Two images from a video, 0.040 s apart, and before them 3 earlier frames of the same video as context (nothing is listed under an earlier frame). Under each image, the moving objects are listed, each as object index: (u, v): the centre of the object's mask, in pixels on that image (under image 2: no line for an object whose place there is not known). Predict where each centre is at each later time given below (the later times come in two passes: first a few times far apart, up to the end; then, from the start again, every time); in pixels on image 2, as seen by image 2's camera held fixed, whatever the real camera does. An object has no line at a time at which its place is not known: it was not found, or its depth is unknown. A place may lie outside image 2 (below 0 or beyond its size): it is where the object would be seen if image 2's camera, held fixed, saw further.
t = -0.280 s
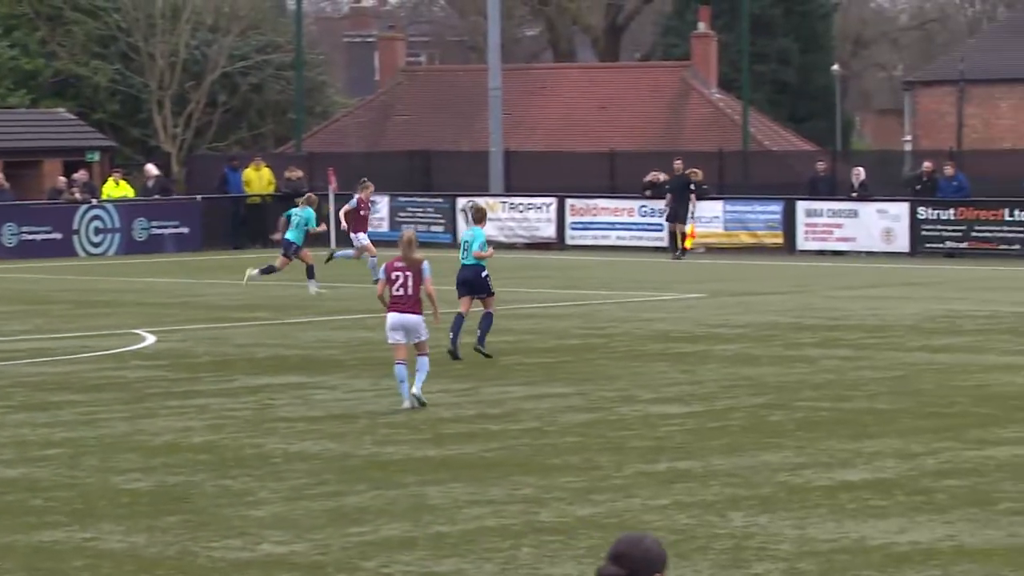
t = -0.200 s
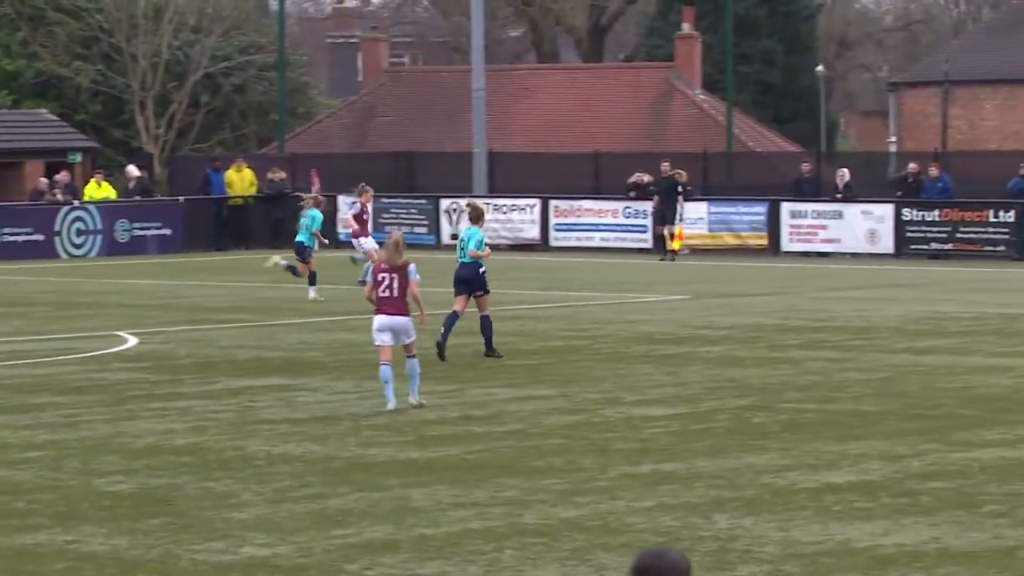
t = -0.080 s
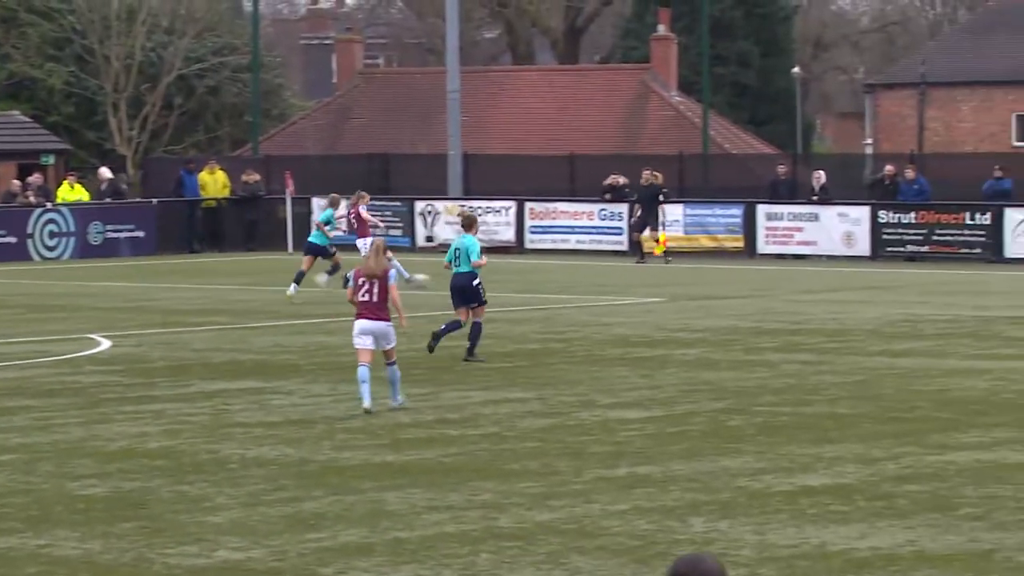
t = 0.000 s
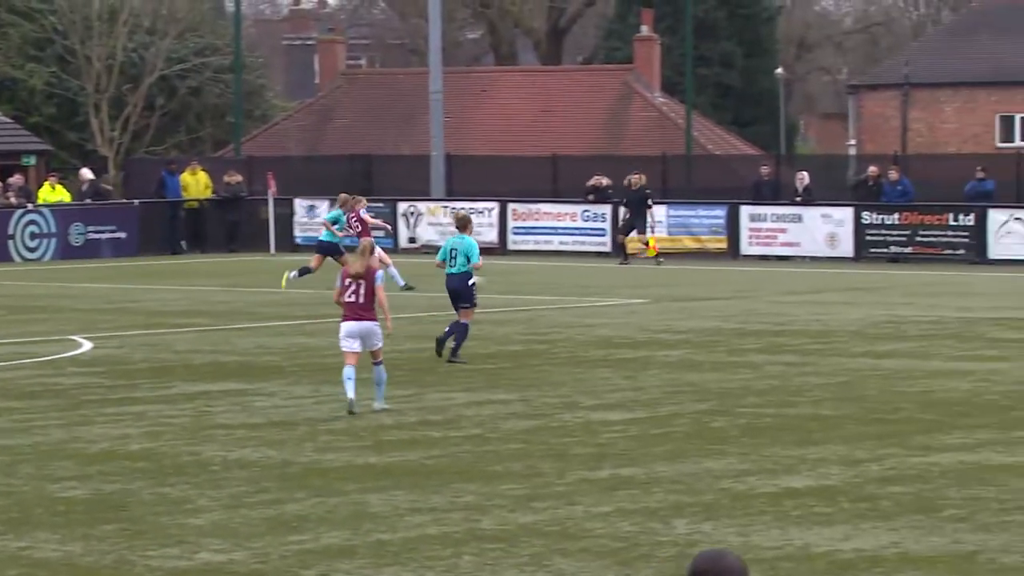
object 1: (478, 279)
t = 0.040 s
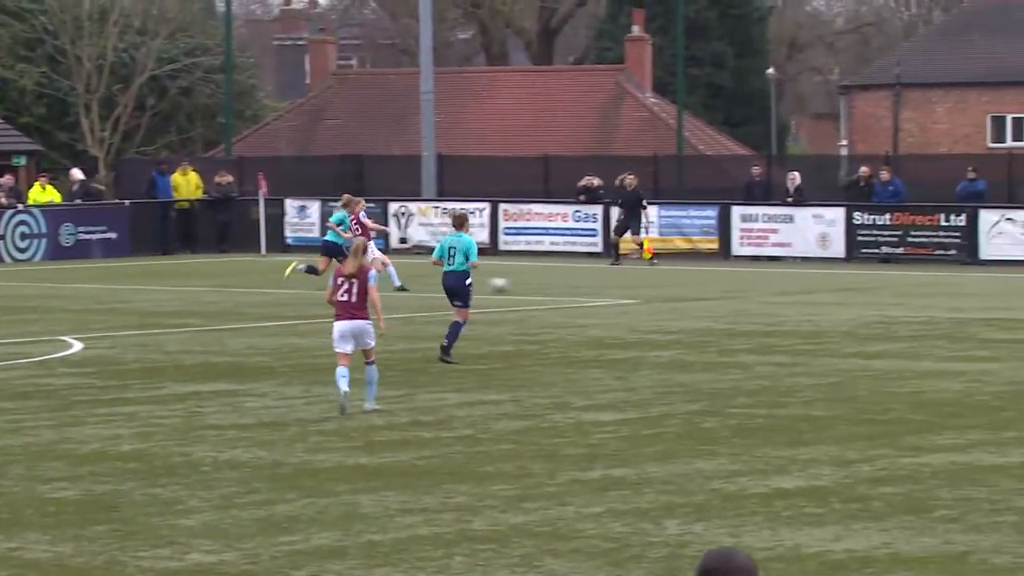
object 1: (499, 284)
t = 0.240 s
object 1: (667, 290)
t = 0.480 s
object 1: (848, 295)
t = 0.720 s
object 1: (1011, 300)
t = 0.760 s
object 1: (1035, 299)
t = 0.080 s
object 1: (534, 286)
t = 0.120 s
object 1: (568, 286)
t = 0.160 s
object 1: (600, 286)
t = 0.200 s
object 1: (633, 287)
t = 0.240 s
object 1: (667, 290)
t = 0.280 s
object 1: (698, 290)
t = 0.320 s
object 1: (729, 291)
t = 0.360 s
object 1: (760, 293)
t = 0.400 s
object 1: (790, 294)
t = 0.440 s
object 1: (820, 294)
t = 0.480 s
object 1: (848, 295)
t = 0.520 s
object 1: (877, 295)
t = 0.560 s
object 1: (905, 296)
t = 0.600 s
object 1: (931, 297)
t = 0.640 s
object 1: (958, 297)
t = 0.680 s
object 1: (985, 299)
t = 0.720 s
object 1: (1011, 300)
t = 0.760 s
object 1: (1035, 299)
